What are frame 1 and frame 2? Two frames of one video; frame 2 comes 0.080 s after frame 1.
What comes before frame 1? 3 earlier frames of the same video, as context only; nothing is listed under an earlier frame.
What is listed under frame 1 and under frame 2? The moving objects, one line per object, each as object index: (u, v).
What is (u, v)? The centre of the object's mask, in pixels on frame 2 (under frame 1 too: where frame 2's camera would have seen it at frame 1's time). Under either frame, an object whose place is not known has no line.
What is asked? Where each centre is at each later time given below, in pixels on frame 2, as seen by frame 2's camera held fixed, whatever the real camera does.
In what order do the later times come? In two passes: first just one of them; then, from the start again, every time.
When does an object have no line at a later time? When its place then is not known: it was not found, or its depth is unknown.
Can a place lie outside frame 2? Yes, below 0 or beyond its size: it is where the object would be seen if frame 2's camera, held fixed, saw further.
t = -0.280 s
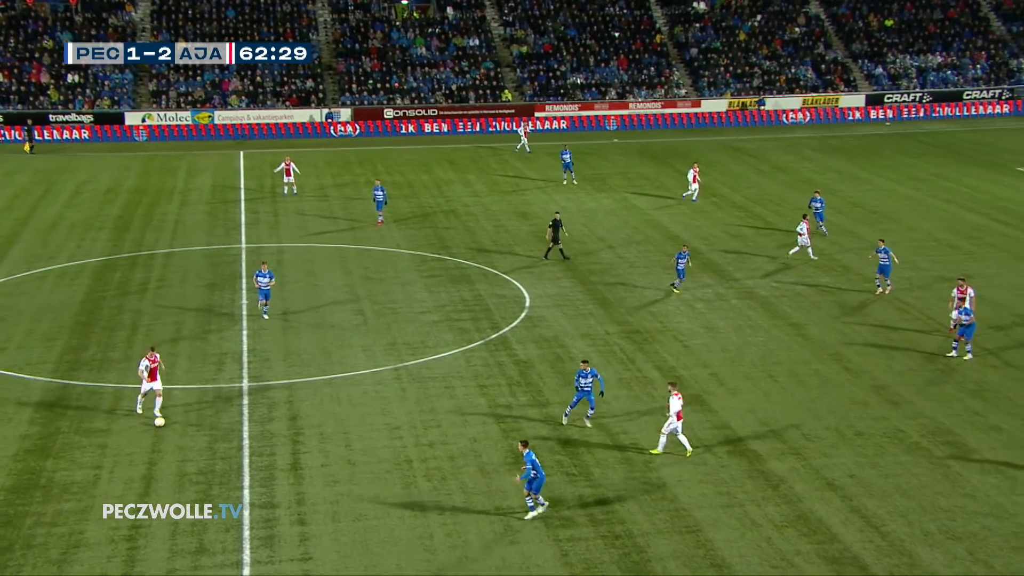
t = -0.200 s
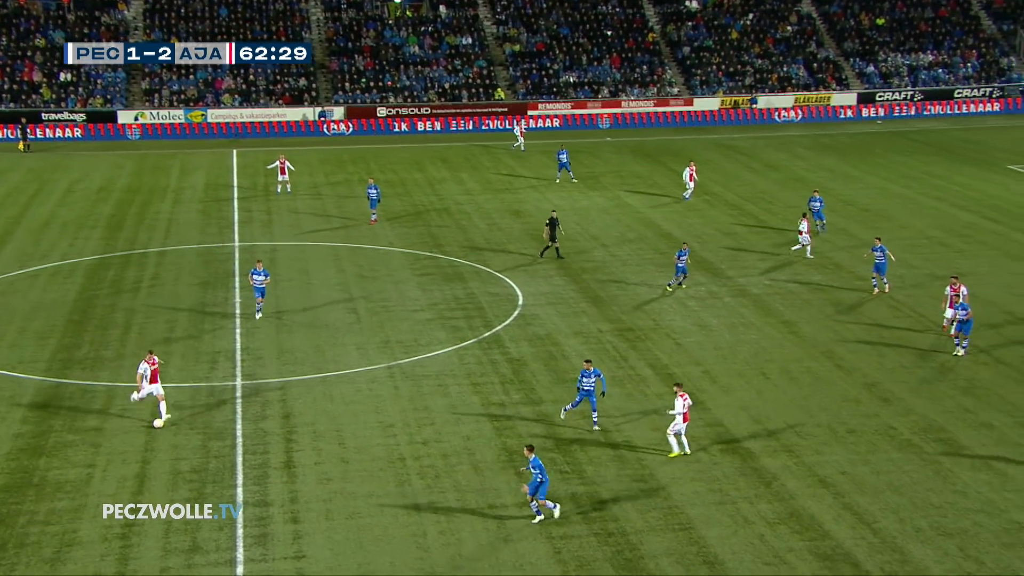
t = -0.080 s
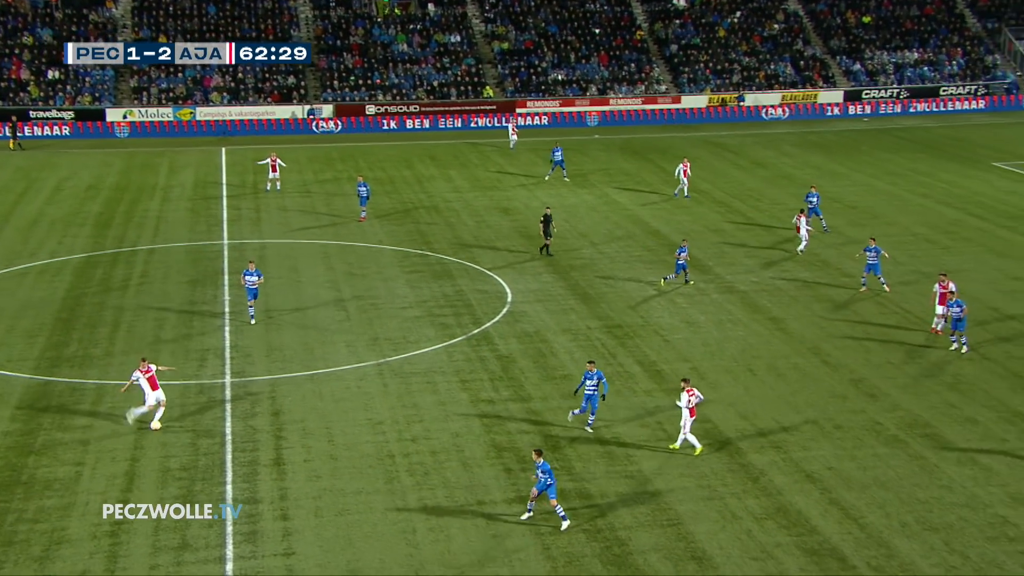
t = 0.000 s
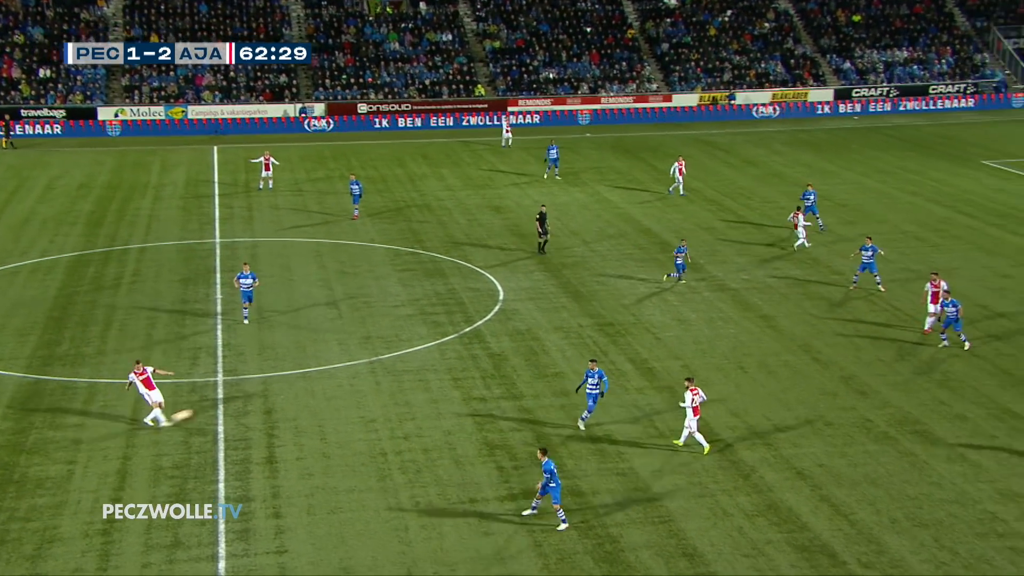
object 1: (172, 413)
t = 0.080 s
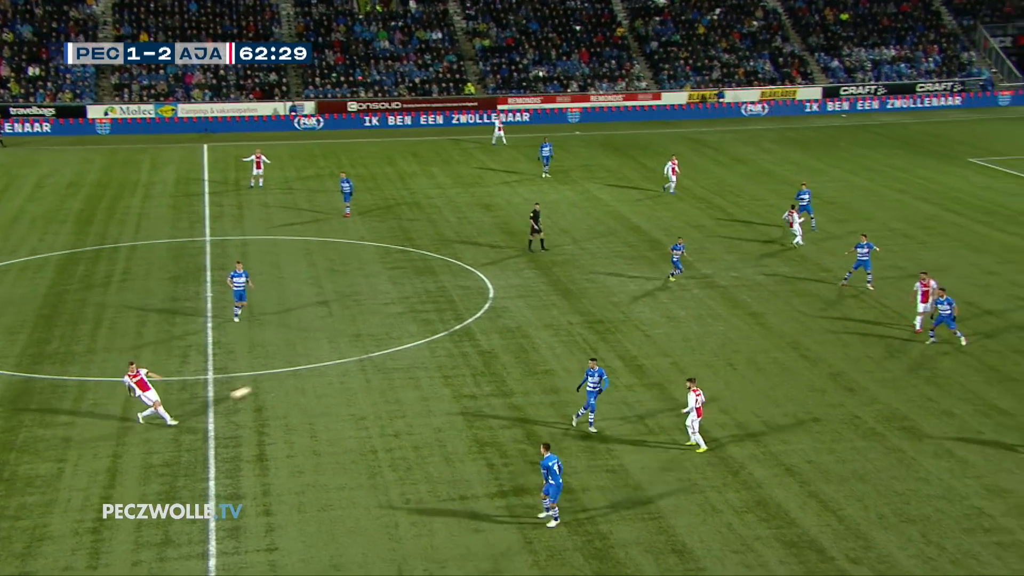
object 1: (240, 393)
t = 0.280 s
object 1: (405, 345)
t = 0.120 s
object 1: (274, 383)
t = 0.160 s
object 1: (308, 373)
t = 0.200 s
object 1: (339, 364)
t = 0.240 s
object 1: (372, 354)
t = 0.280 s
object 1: (405, 345)
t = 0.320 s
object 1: (436, 336)
